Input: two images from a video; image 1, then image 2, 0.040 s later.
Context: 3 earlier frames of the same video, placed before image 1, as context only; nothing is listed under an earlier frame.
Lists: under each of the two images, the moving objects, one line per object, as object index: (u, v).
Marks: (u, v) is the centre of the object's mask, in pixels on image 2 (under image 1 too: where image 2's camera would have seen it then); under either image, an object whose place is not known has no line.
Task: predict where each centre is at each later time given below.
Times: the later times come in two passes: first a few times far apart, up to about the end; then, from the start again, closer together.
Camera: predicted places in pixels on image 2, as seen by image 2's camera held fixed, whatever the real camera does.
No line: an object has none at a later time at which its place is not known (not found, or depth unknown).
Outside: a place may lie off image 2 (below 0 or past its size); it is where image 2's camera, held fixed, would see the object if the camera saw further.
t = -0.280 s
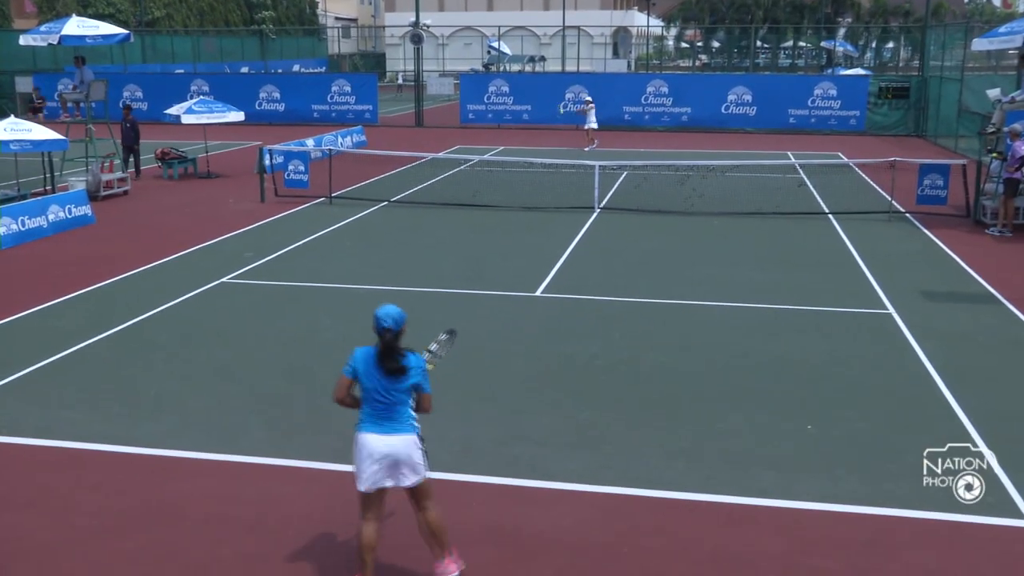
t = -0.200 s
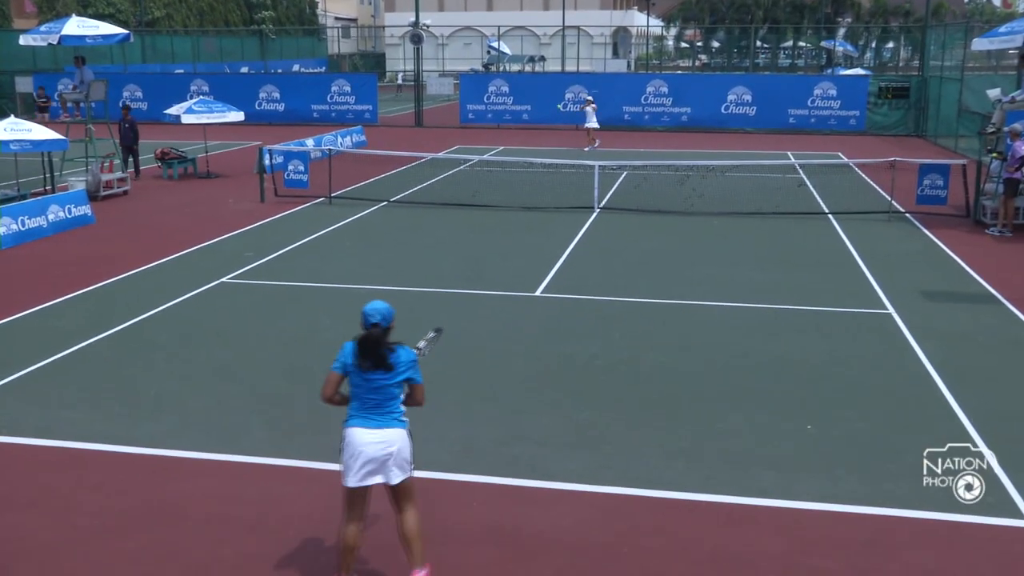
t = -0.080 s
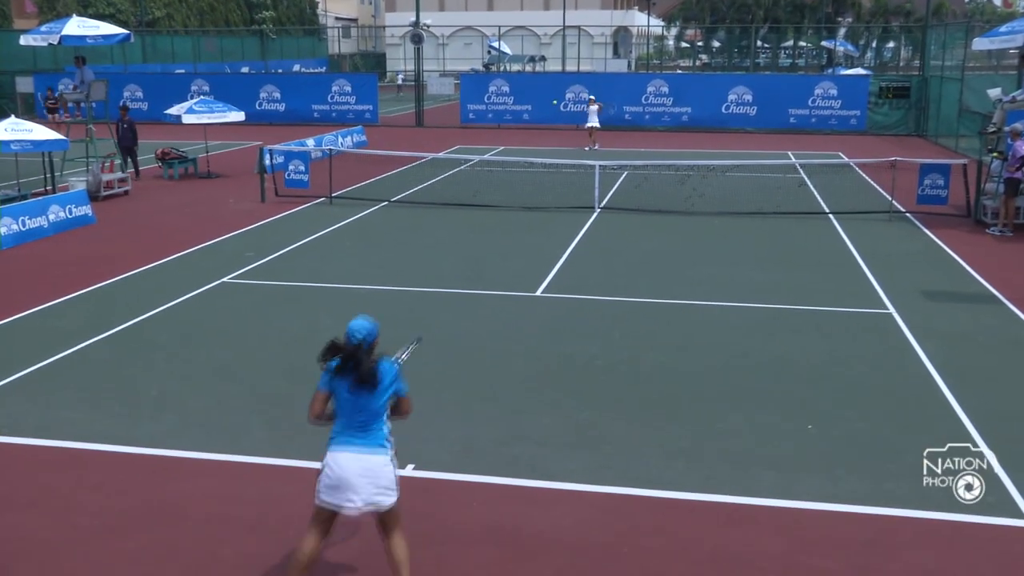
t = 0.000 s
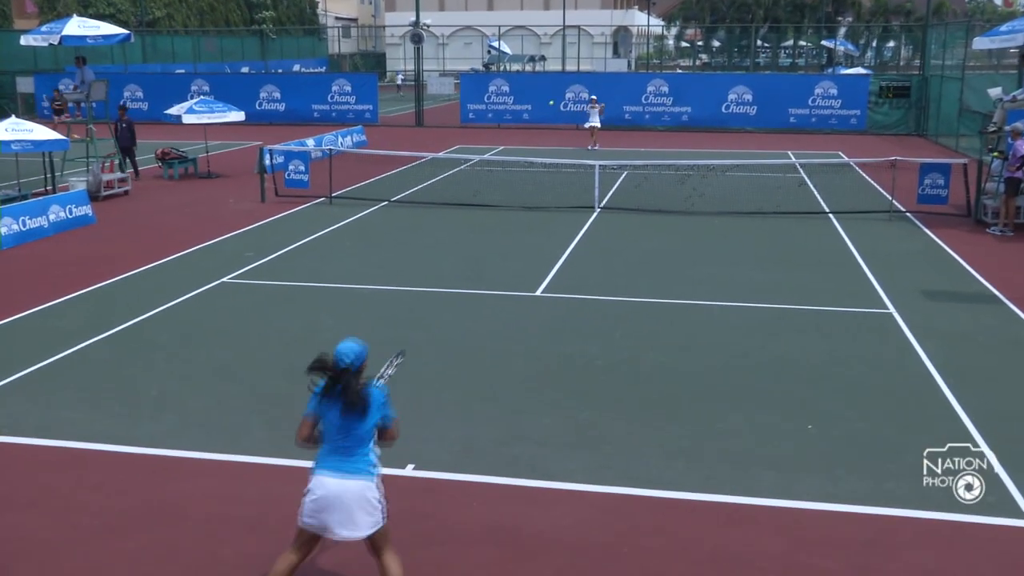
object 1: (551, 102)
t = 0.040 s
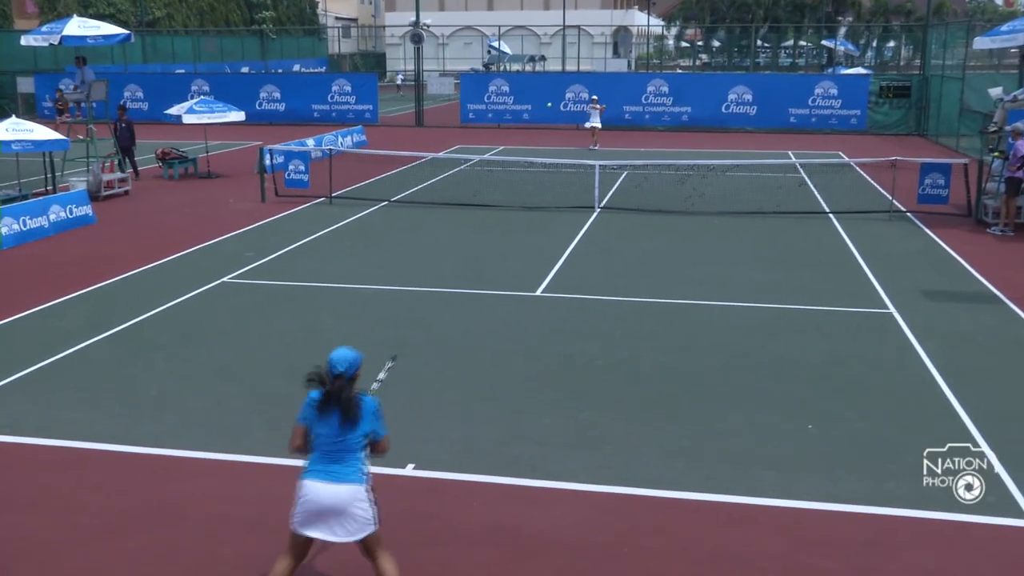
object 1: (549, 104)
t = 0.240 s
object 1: (535, 133)
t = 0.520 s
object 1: (496, 271)
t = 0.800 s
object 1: (417, 388)
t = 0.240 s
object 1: (535, 133)
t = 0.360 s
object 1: (522, 172)
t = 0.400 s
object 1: (517, 191)
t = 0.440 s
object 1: (510, 213)
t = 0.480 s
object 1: (503, 240)
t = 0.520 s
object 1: (496, 271)
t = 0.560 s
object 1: (486, 309)
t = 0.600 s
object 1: (475, 362)
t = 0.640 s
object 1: (463, 388)
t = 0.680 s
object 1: (454, 385)
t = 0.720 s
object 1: (443, 384)
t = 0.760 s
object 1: (431, 385)
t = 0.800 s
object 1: (417, 388)
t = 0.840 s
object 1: (402, 396)
